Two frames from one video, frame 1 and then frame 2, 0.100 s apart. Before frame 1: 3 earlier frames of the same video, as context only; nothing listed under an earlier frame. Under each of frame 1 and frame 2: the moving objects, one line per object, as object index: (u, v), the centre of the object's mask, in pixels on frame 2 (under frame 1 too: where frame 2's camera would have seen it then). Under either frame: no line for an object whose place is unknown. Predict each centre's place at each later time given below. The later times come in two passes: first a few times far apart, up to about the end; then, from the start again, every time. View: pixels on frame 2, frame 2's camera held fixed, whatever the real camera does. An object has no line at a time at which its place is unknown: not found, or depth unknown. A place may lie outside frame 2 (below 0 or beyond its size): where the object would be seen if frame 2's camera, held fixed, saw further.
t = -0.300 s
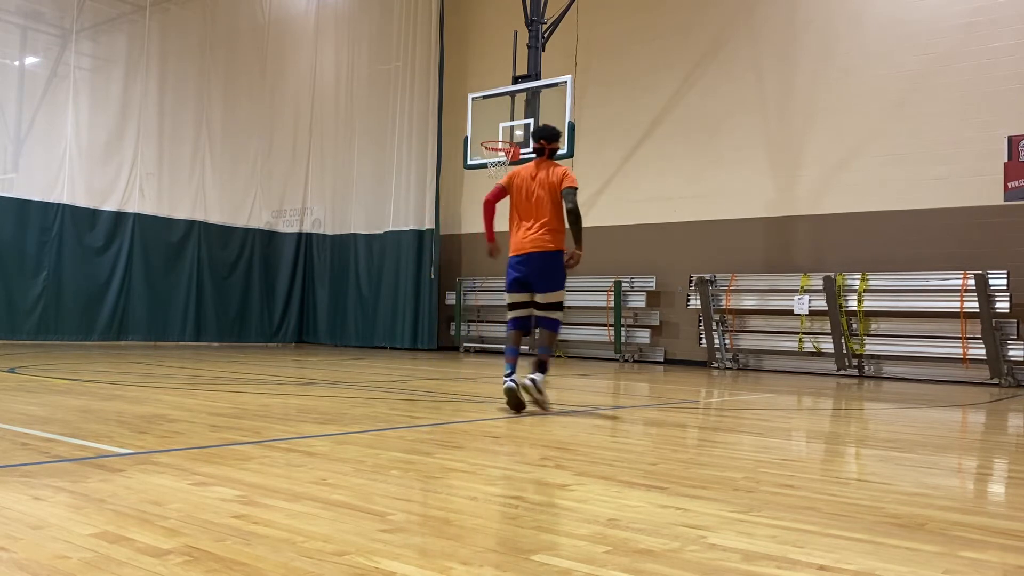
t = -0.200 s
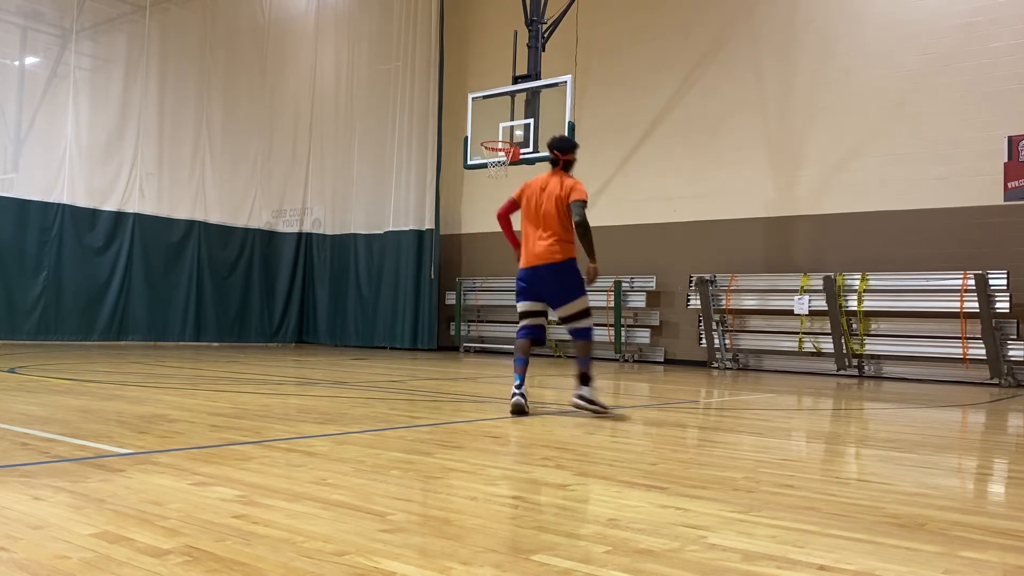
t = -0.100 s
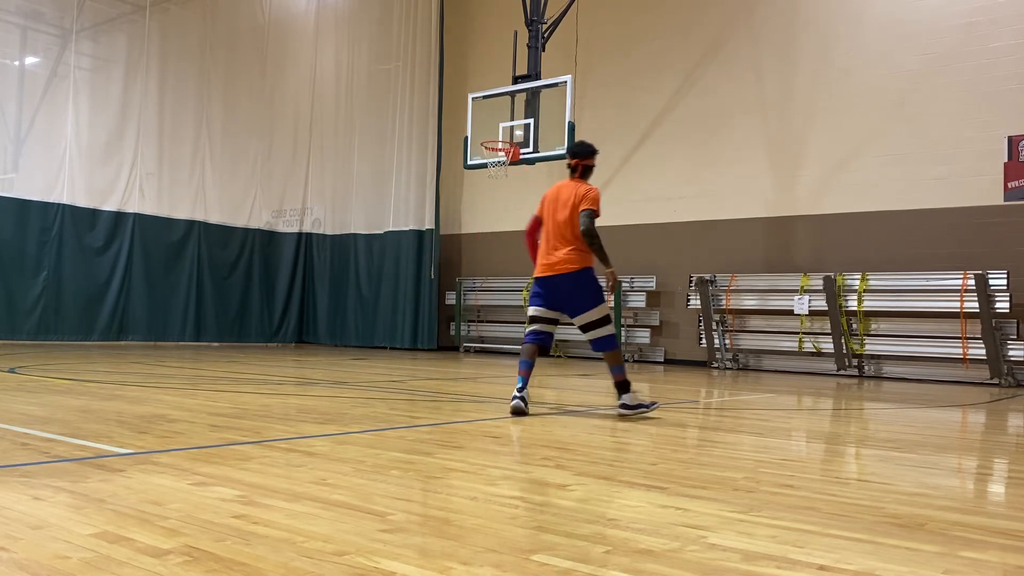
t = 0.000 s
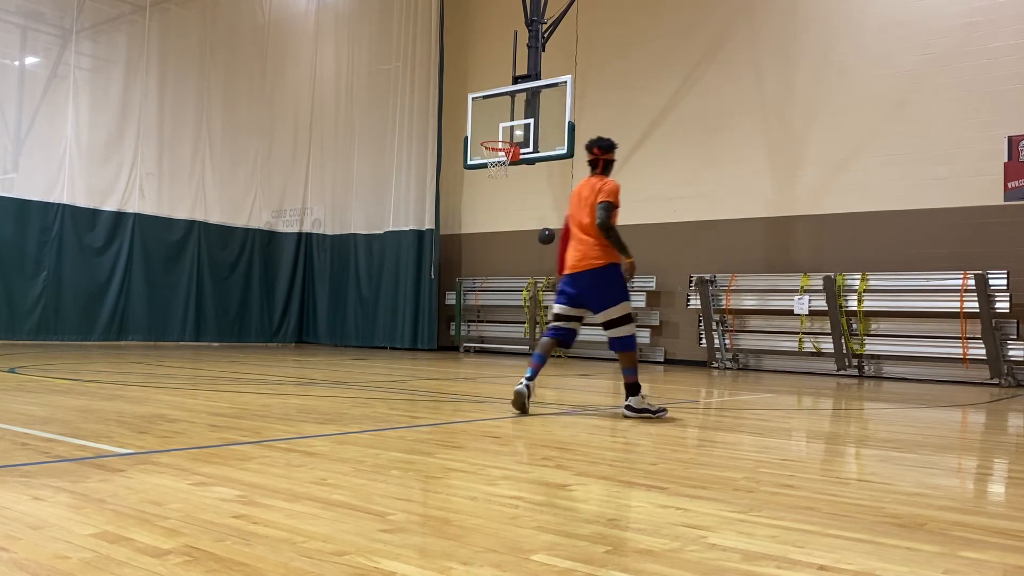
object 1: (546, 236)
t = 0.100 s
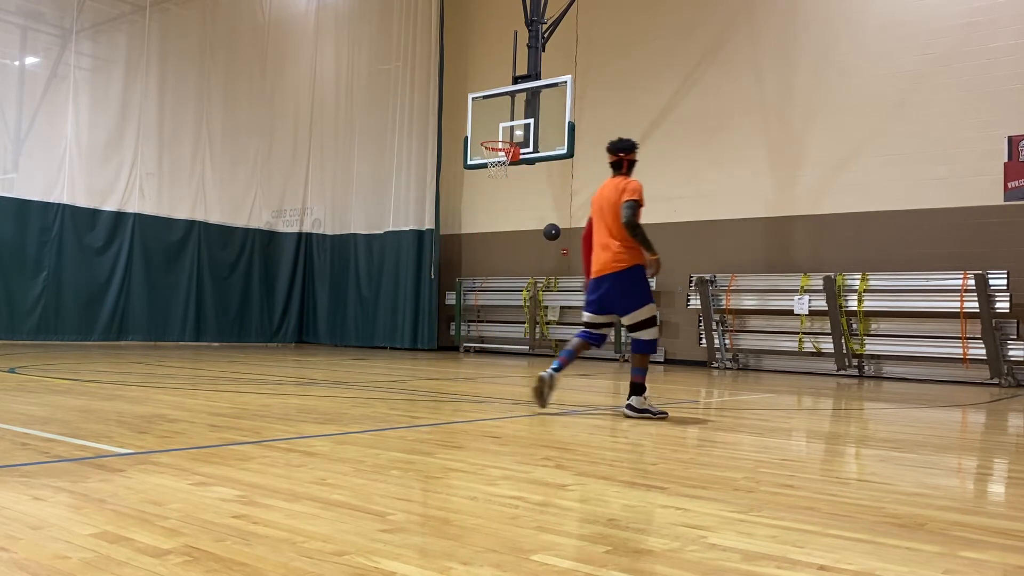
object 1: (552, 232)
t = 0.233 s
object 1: (559, 238)
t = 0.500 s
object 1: (572, 287)
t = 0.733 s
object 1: (582, 355)
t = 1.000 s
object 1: (596, 291)
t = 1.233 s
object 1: (607, 279)
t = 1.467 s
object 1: (616, 308)
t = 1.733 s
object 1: (627, 345)
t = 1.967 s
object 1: (638, 307)
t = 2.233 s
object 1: (650, 315)
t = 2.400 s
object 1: (657, 350)
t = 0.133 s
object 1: (553, 232)
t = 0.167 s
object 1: (555, 233)
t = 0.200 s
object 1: (557, 235)
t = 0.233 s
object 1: (559, 238)
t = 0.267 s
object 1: (561, 241)
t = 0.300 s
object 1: (562, 245)
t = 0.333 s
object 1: (564, 250)
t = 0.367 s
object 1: (565, 256)
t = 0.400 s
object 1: (567, 262)
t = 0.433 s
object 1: (569, 269)
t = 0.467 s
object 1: (571, 279)
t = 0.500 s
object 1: (572, 287)
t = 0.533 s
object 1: (573, 297)
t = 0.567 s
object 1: (575, 308)
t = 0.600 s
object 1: (576, 319)
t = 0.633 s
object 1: (578, 332)
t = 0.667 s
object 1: (579, 345)
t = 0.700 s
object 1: (581, 360)
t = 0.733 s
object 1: (582, 355)
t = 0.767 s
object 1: (584, 344)
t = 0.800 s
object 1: (586, 334)
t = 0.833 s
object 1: (588, 325)
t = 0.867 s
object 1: (589, 316)
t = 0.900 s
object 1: (591, 309)
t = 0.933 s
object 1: (593, 302)
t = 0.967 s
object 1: (594, 297)
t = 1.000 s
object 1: (596, 291)
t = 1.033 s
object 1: (597, 287)
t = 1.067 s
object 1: (599, 284)
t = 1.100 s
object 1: (601, 282)
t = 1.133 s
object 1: (602, 280)
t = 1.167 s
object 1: (604, 279)
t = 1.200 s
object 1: (605, 279)
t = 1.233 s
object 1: (607, 279)
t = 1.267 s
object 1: (608, 281)
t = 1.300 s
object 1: (609, 284)
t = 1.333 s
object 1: (610, 287)
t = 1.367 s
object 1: (612, 291)
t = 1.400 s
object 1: (613, 296)
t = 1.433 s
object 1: (614, 302)
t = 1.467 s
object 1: (616, 308)
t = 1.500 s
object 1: (617, 316)
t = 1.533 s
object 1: (618, 325)
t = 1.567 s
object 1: (620, 335)
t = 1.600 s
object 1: (622, 346)
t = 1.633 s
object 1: (623, 357)
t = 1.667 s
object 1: (624, 363)
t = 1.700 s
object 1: (626, 354)
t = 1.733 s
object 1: (627, 345)
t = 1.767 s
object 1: (629, 337)
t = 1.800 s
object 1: (631, 330)
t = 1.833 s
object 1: (632, 323)
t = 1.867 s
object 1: (634, 317)
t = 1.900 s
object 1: (635, 313)
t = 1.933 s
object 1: (637, 309)
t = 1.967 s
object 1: (638, 307)
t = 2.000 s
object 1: (640, 304)
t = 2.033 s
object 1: (641, 303)
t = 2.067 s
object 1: (642, 303)
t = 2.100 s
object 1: (644, 303)
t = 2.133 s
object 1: (645, 305)
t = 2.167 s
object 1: (647, 307)
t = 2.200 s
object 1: (648, 310)
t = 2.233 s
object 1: (650, 315)
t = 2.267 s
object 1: (651, 320)
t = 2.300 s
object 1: (653, 326)
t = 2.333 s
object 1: (654, 333)
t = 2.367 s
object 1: (655, 341)
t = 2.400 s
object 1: (657, 350)
